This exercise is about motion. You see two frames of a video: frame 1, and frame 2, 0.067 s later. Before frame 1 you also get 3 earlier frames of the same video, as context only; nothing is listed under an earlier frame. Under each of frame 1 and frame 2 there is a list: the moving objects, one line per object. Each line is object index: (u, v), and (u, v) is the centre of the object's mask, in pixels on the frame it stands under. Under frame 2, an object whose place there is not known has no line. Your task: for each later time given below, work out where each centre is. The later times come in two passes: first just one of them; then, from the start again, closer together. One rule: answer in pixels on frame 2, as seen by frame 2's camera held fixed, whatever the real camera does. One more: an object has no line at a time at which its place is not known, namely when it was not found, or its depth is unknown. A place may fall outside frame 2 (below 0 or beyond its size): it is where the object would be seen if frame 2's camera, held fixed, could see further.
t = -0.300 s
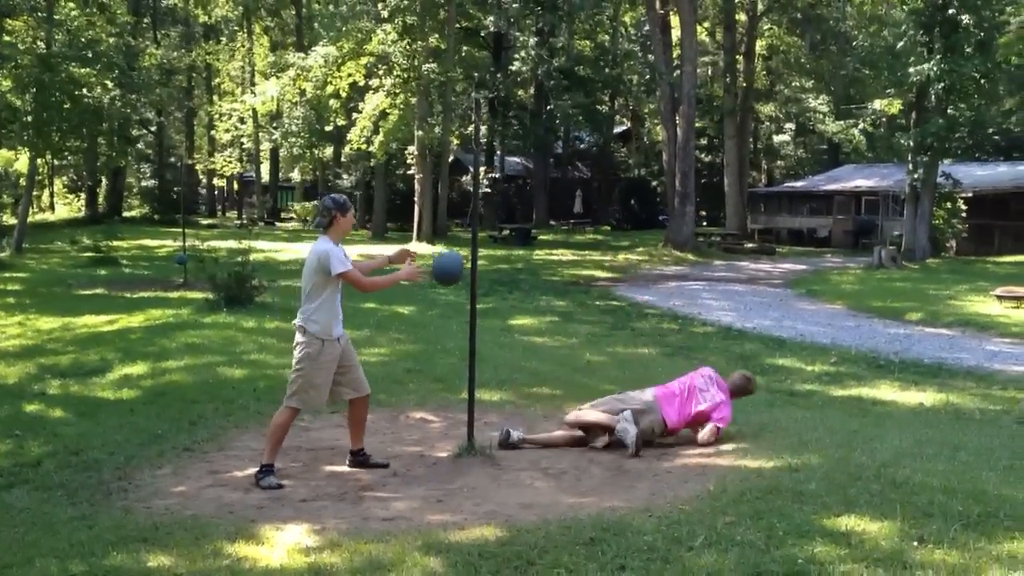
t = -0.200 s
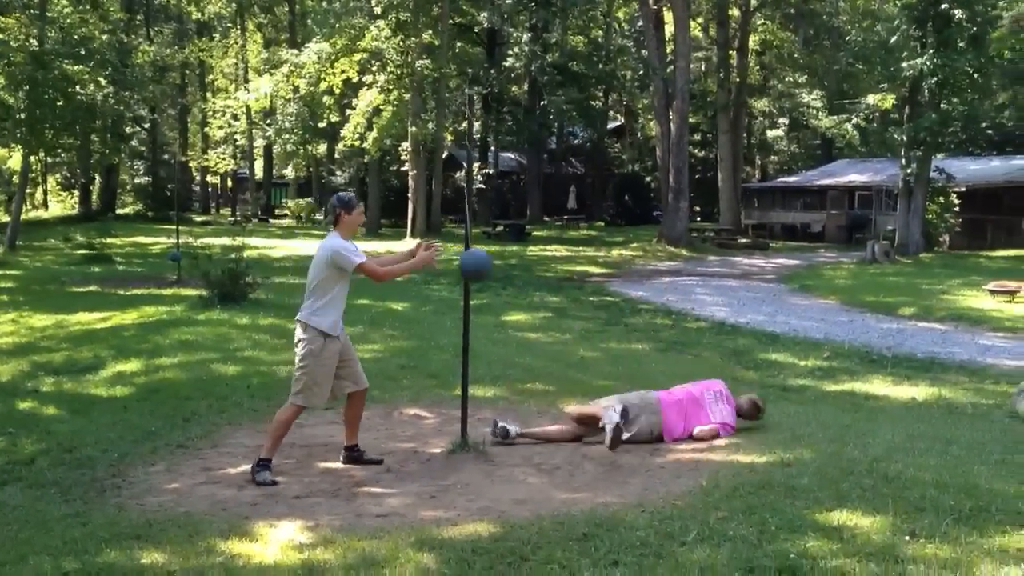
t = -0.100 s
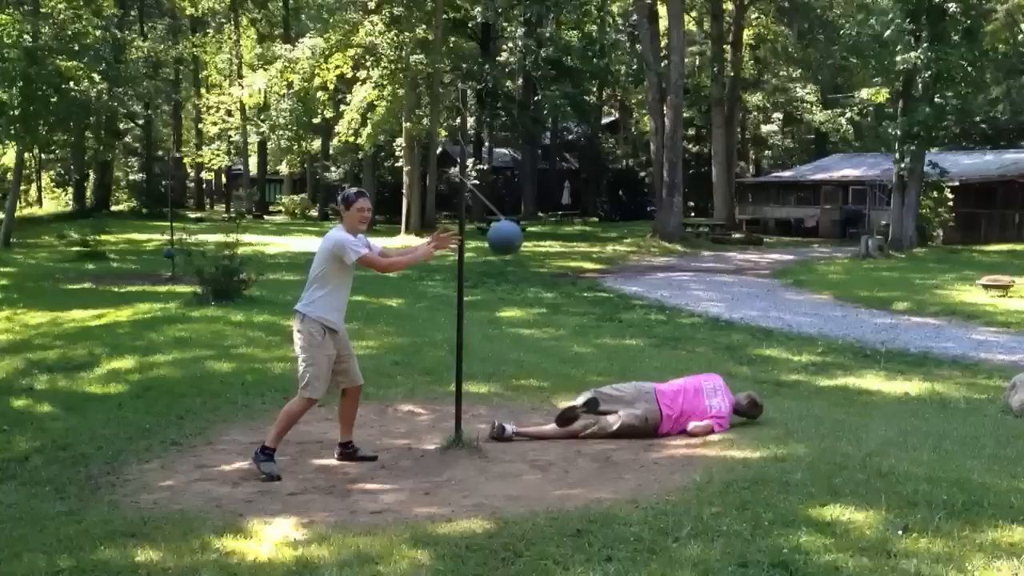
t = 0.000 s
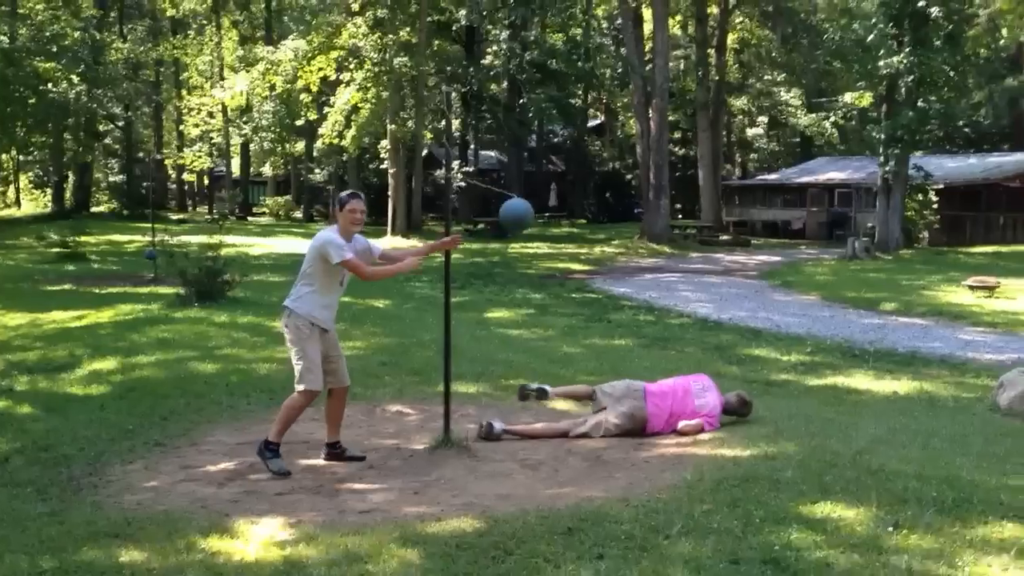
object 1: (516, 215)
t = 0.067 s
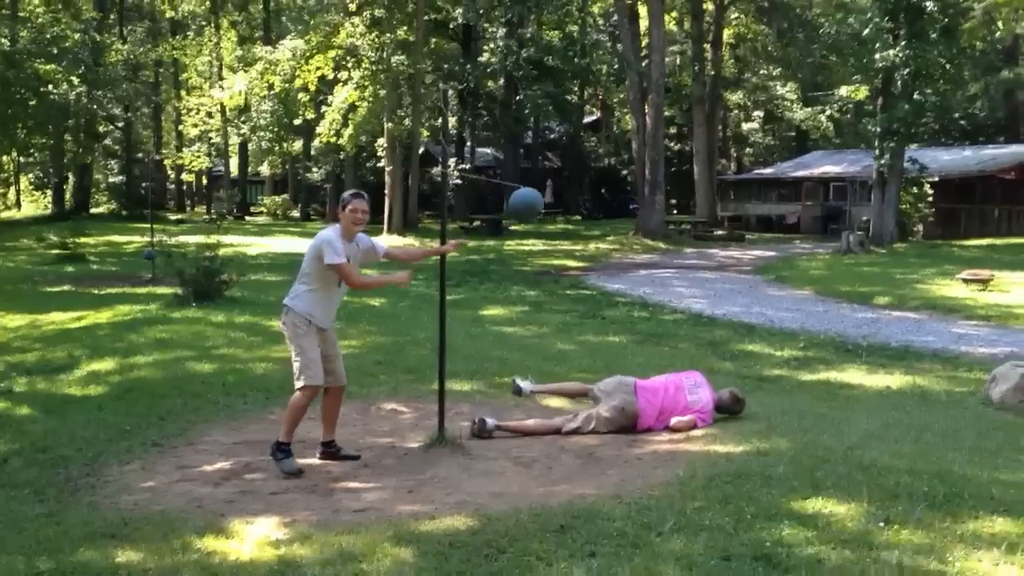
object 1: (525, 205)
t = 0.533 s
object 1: (468, 260)
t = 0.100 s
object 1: (530, 204)
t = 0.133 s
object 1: (537, 201)
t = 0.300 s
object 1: (530, 213)
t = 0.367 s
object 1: (517, 226)
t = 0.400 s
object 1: (509, 235)
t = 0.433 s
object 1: (503, 245)
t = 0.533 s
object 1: (468, 260)
